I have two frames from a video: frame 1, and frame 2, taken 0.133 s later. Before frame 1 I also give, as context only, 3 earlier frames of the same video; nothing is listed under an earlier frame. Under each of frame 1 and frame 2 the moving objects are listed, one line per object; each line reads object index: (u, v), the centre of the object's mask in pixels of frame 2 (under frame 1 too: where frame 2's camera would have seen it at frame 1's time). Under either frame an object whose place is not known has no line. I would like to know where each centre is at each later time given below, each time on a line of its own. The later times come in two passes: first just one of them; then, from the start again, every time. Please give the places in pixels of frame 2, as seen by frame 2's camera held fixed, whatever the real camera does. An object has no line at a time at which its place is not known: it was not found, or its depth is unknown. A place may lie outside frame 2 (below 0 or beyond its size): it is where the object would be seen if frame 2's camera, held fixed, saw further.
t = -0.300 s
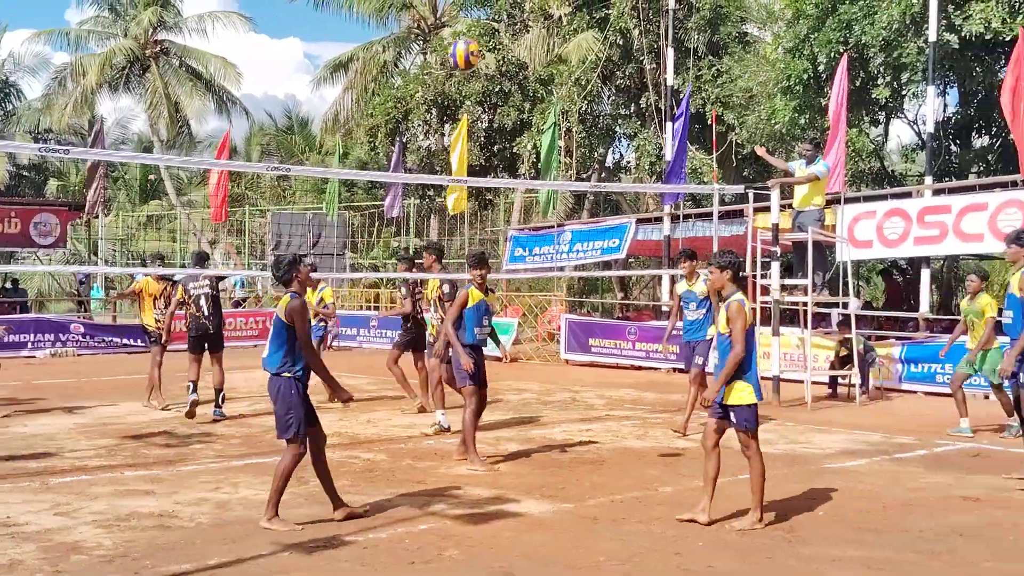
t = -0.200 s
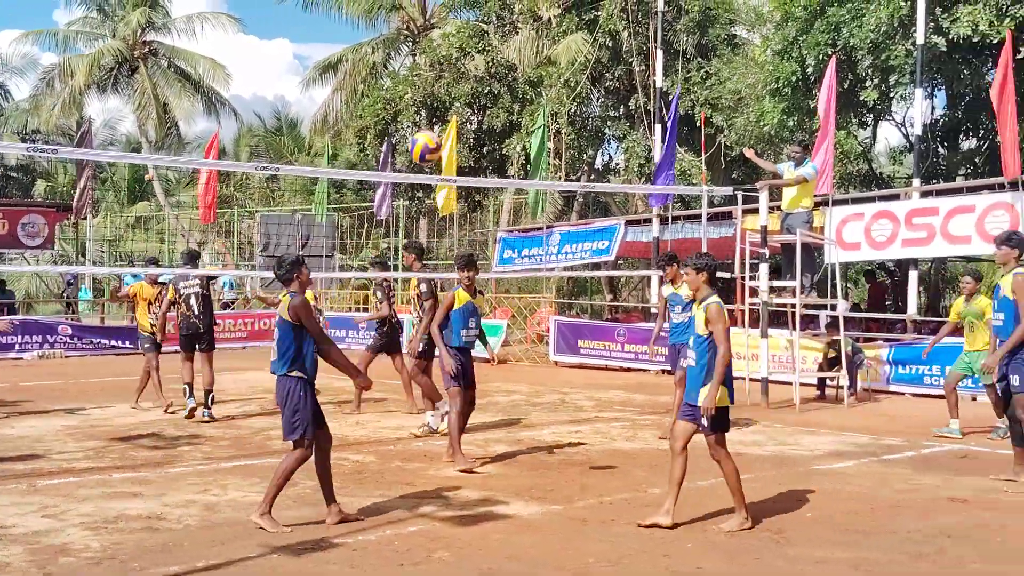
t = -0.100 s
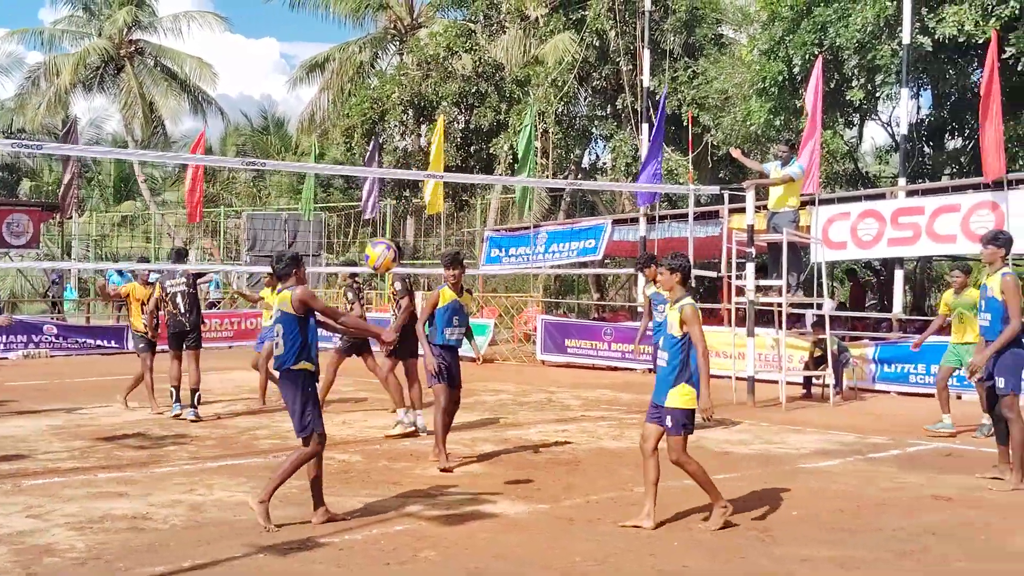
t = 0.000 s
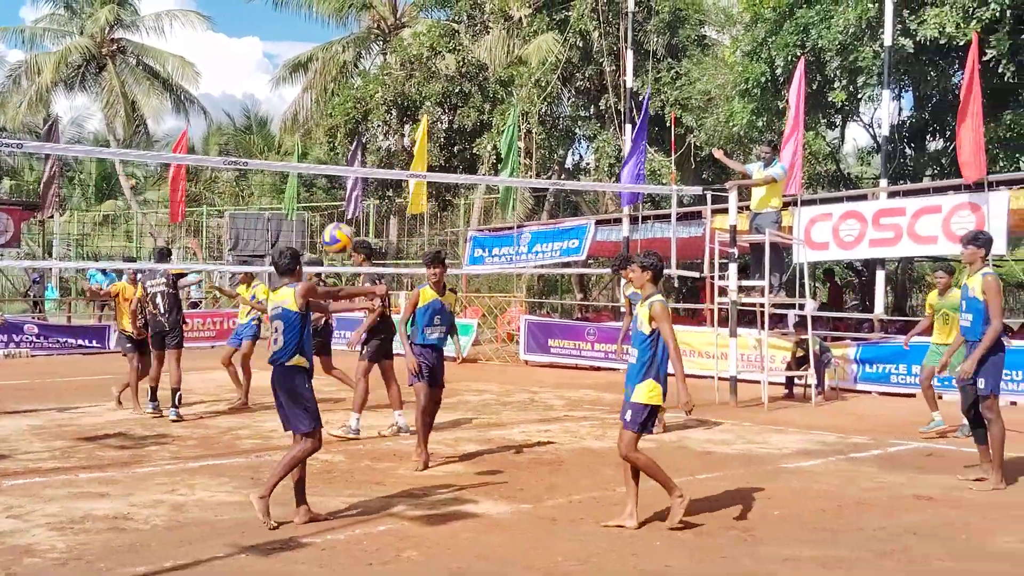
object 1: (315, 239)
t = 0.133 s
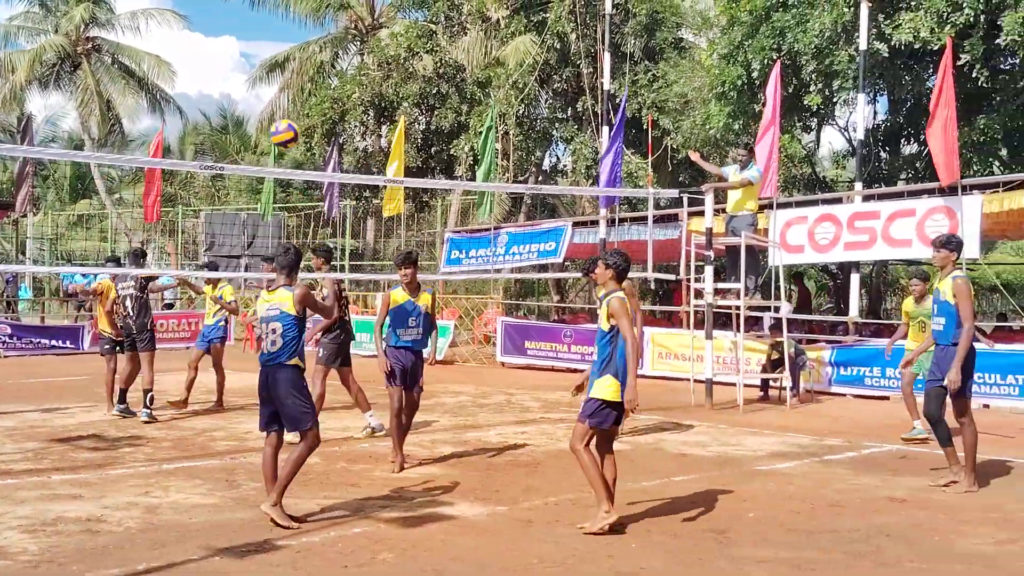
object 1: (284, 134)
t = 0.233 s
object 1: (263, 82)
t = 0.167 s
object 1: (277, 115)
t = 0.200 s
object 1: (270, 98)
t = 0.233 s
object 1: (263, 82)
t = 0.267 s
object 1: (255, 68)
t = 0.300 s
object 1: (249, 57)
